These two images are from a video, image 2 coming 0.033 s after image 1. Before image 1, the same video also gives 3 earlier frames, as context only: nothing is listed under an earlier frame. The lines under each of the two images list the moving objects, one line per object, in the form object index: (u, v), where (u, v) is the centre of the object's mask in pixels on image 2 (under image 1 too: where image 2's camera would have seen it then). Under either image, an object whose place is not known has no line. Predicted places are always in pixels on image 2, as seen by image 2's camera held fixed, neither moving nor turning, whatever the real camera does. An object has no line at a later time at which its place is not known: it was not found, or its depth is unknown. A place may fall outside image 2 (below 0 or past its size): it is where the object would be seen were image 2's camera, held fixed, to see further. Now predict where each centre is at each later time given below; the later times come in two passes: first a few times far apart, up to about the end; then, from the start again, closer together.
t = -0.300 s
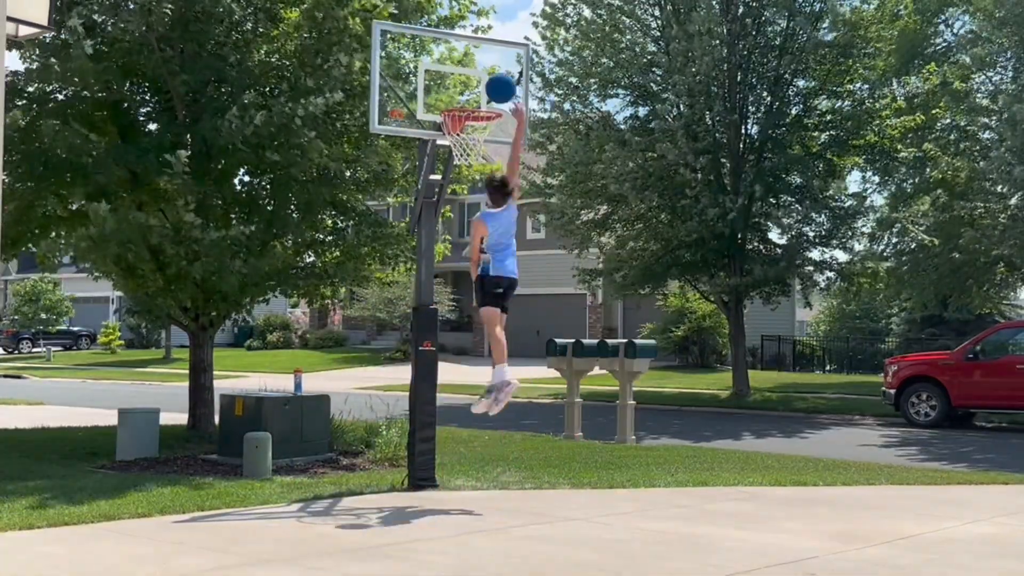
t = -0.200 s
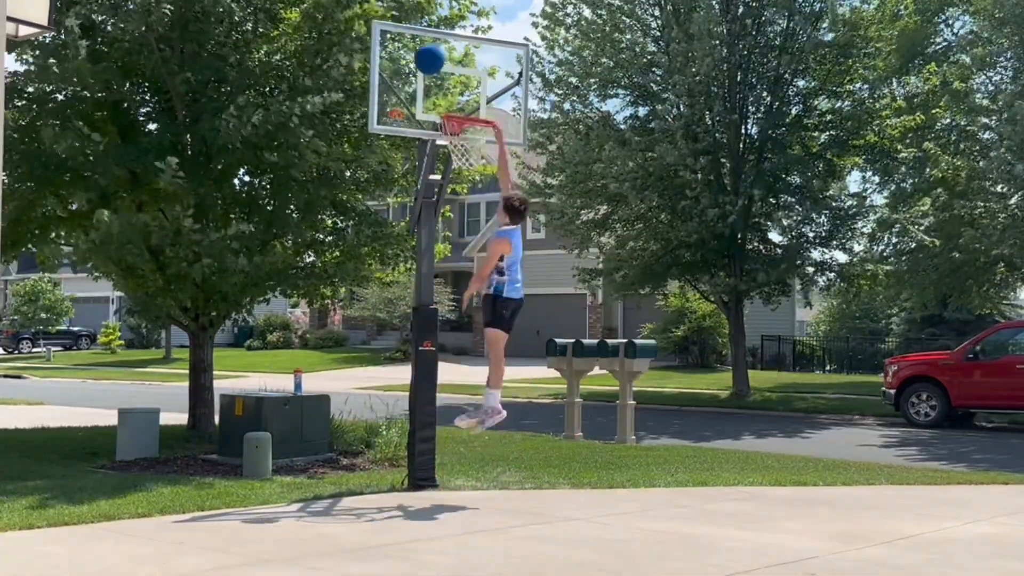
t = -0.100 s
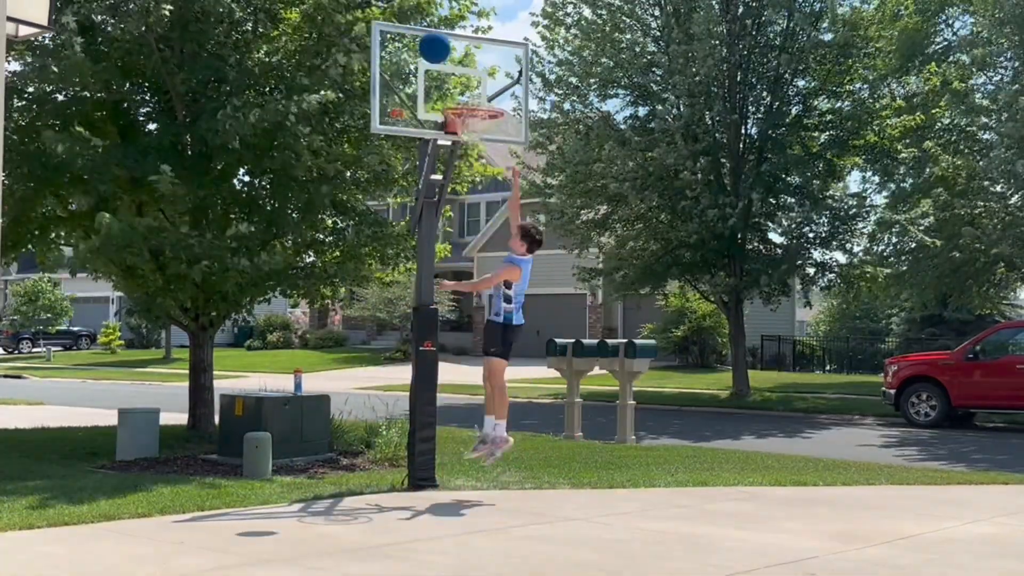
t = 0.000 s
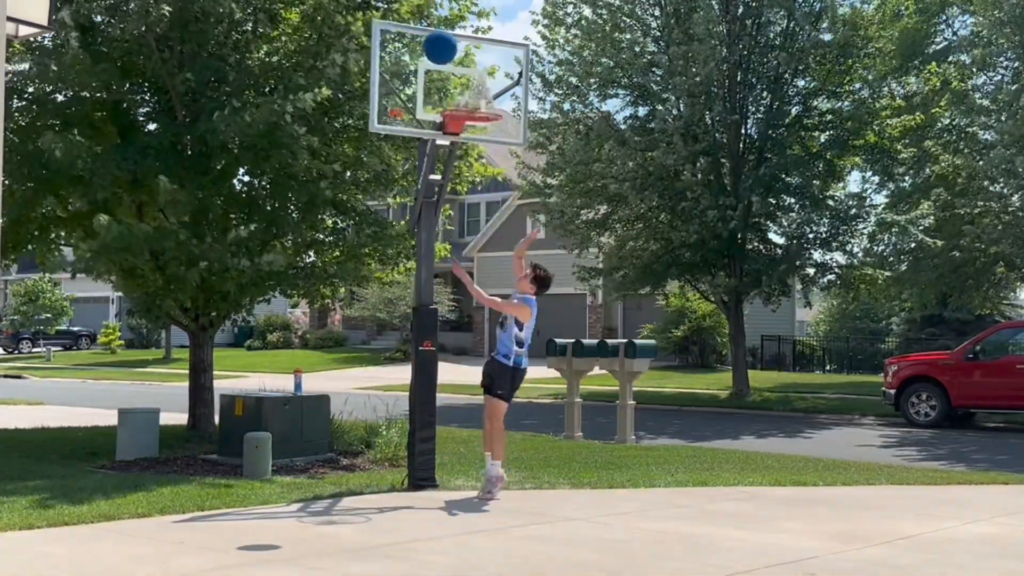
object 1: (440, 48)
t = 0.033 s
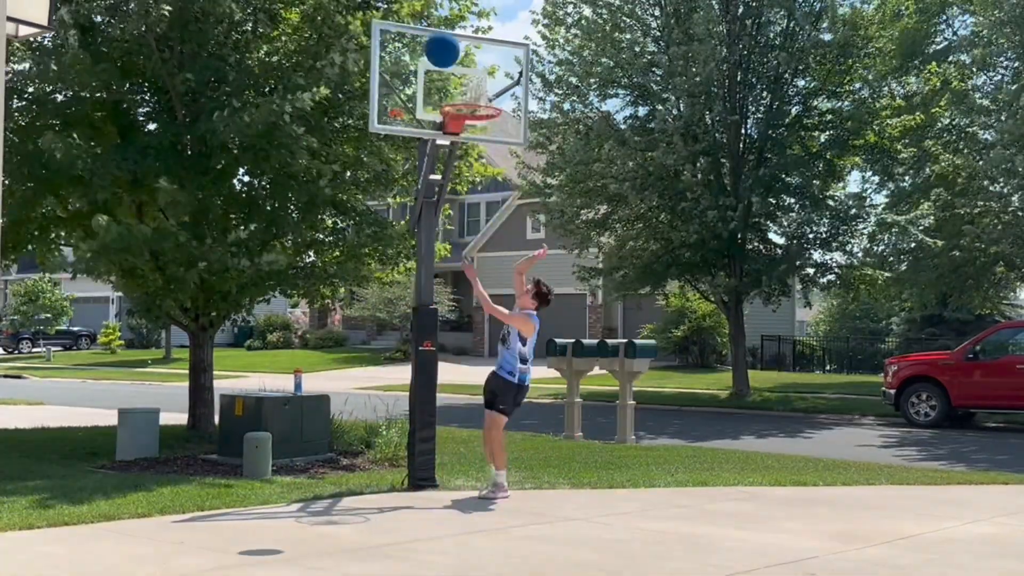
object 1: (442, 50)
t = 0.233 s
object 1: (455, 109)
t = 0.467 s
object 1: (472, 314)
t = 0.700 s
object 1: (499, 537)
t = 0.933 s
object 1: (553, 240)
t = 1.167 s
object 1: (621, 37)
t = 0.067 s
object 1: (444, 55)
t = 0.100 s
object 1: (446, 61)
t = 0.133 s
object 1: (448, 69)
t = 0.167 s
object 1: (451, 80)
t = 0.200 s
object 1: (452, 93)
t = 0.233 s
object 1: (455, 109)
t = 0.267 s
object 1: (457, 128)
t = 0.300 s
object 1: (460, 149)
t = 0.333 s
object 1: (462, 174)
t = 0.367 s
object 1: (465, 202)
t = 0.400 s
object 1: (467, 235)
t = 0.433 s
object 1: (470, 272)
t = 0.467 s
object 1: (472, 314)
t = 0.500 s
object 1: (475, 361)
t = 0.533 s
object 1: (477, 414)
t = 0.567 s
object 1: (480, 475)
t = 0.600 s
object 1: (482, 544)
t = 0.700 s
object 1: (499, 537)
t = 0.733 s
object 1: (506, 490)
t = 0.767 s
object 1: (514, 445)
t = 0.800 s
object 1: (521, 400)
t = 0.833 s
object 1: (529, 358)
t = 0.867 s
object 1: (537, 317)
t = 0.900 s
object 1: (545, 278)
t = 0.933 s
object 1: (553, 240)
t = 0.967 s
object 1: (562, 205)
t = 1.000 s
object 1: (571, 171)
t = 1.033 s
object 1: (580, 140)
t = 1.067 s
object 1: (589, 111)
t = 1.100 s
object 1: (599, 83)
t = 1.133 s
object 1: (610, 58)
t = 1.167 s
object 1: (621, 37)
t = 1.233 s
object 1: (644, 19)
